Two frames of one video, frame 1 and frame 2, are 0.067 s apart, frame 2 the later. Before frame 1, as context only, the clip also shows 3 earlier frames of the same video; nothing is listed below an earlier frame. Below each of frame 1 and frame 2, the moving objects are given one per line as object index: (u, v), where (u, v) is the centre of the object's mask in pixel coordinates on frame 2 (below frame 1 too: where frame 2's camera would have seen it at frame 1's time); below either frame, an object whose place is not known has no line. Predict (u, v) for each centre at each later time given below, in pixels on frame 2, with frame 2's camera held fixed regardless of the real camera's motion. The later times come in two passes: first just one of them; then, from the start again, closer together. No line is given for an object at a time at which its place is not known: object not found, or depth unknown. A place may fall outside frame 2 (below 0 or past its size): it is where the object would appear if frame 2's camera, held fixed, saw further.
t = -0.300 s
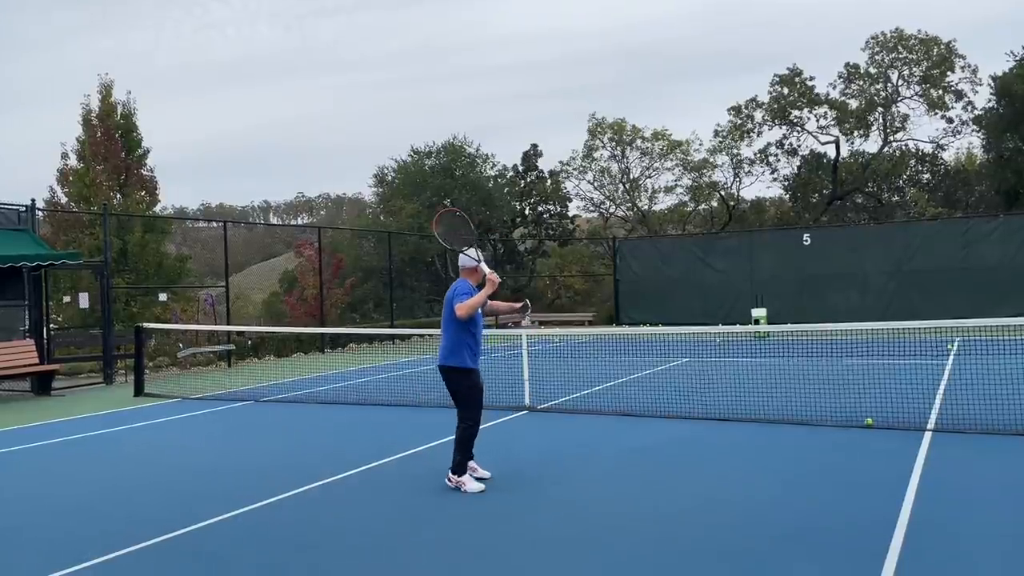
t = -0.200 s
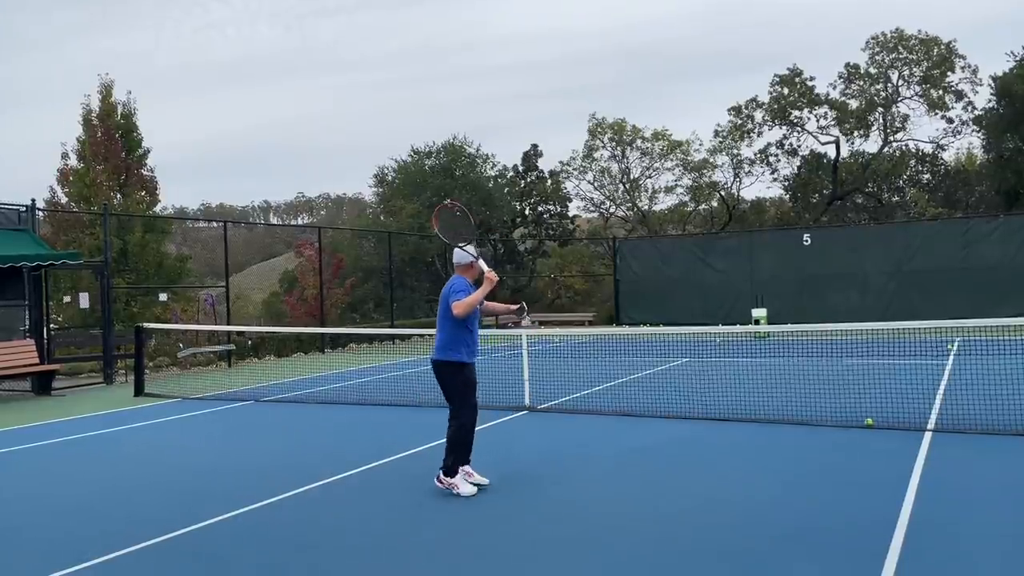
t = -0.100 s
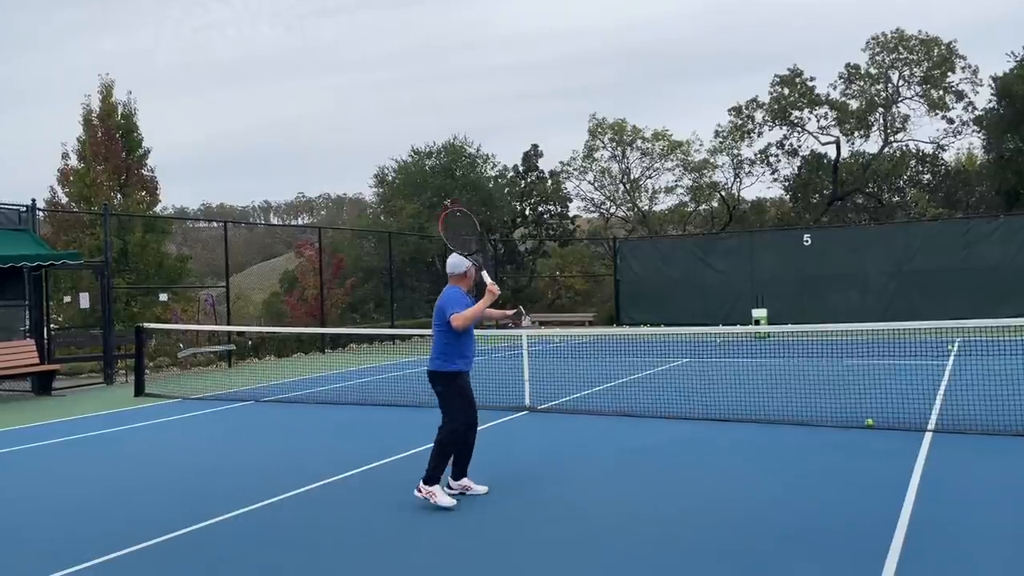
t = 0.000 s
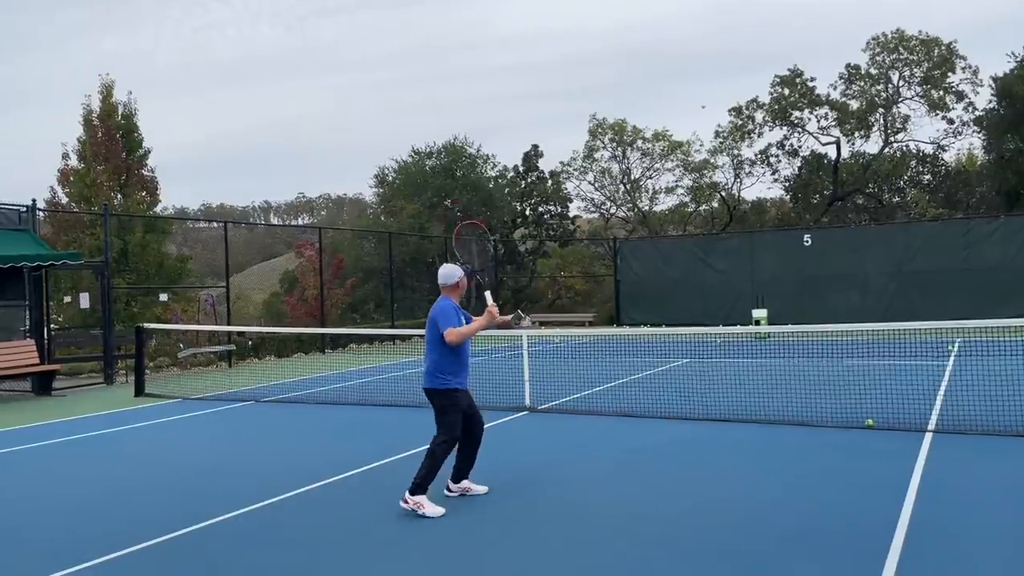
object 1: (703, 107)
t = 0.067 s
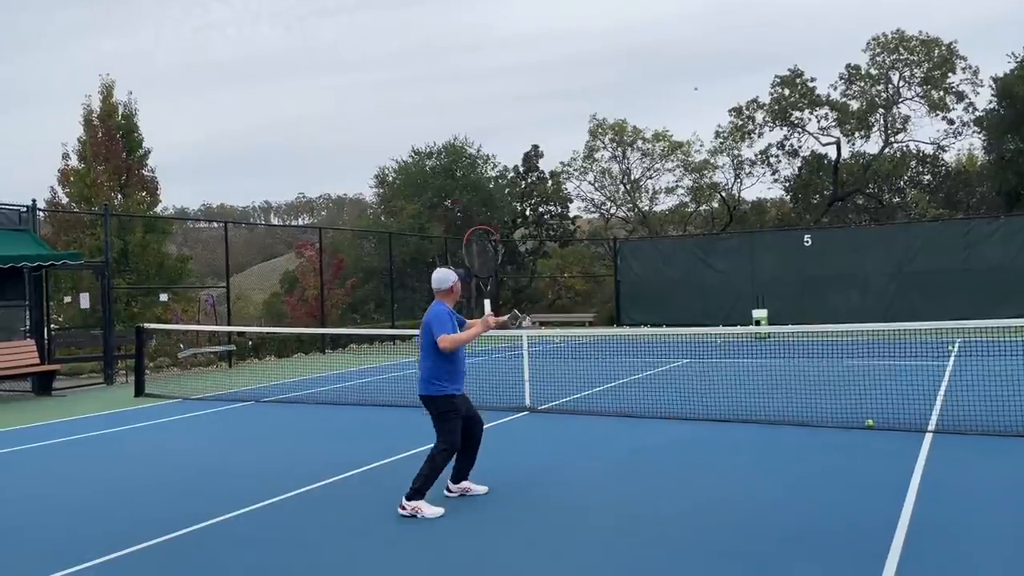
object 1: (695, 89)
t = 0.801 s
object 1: (567, 59)
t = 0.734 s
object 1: (585, 40)
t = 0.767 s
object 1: (576, 48)
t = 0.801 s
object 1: (567, 59)
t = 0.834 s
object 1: (558, 70)
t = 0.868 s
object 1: (549, 84)
